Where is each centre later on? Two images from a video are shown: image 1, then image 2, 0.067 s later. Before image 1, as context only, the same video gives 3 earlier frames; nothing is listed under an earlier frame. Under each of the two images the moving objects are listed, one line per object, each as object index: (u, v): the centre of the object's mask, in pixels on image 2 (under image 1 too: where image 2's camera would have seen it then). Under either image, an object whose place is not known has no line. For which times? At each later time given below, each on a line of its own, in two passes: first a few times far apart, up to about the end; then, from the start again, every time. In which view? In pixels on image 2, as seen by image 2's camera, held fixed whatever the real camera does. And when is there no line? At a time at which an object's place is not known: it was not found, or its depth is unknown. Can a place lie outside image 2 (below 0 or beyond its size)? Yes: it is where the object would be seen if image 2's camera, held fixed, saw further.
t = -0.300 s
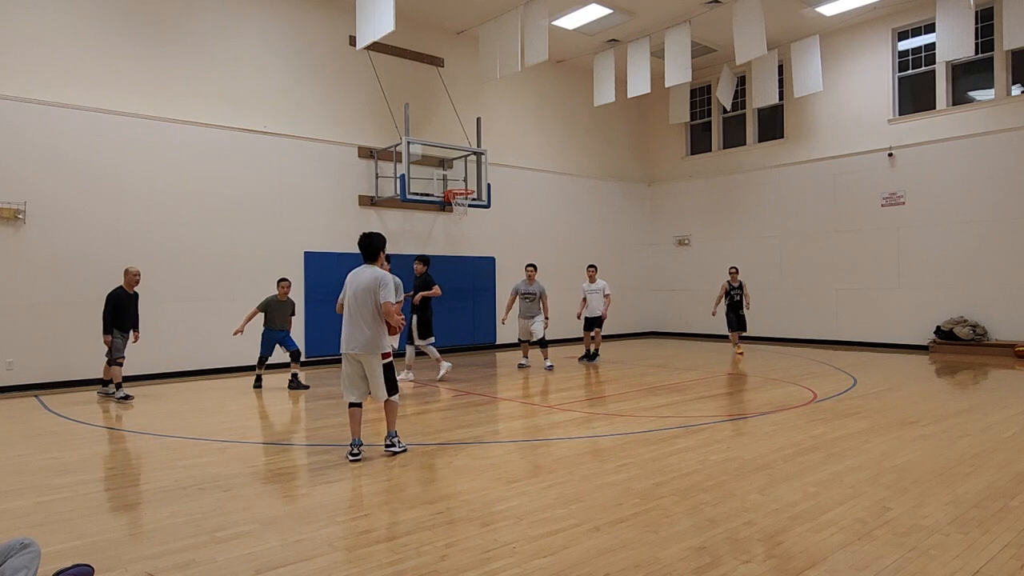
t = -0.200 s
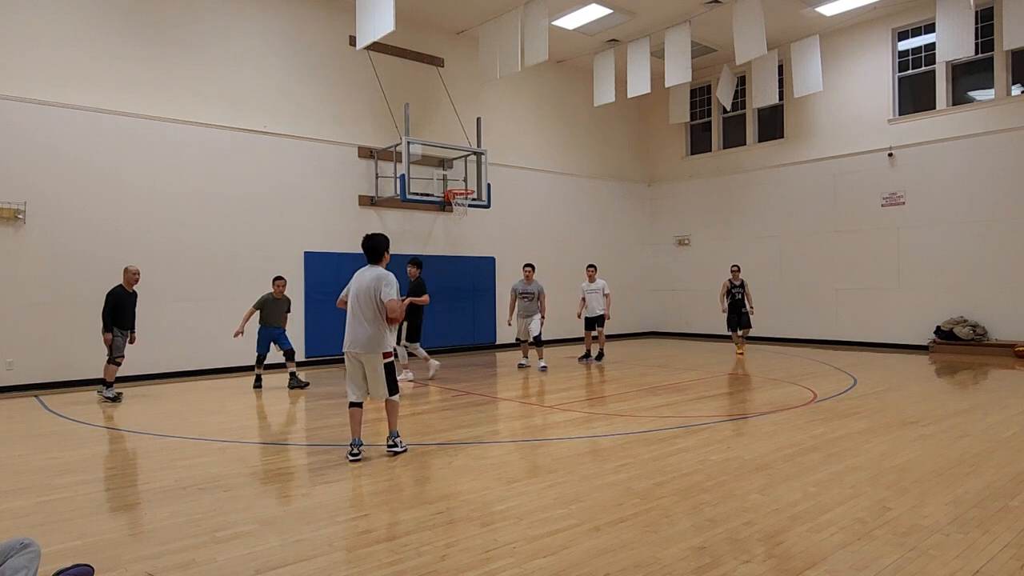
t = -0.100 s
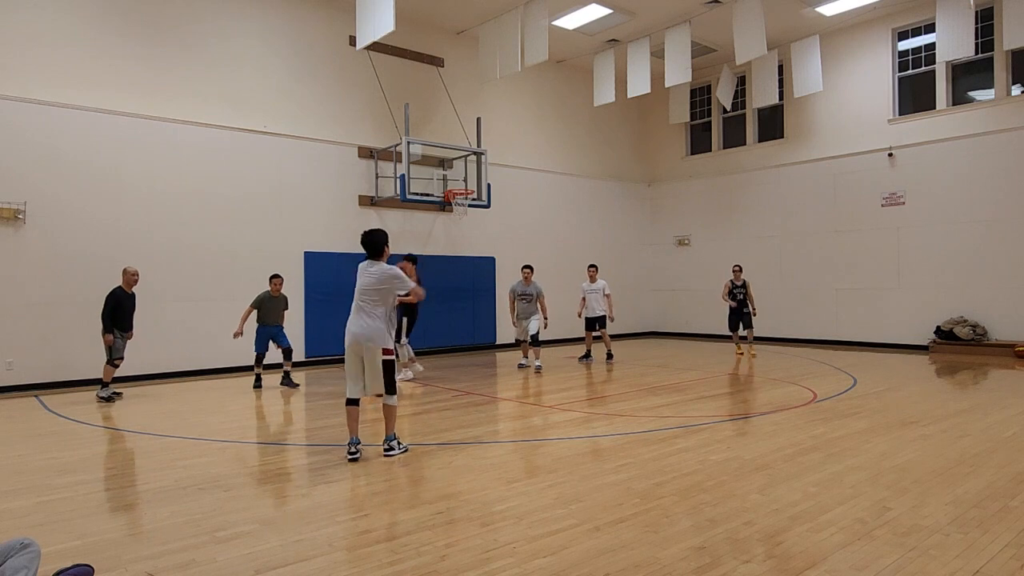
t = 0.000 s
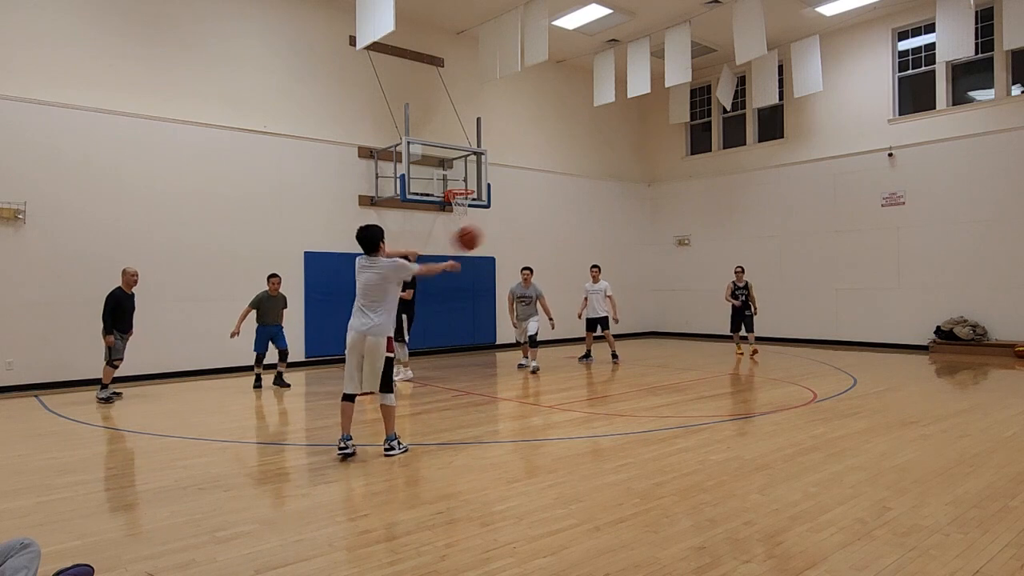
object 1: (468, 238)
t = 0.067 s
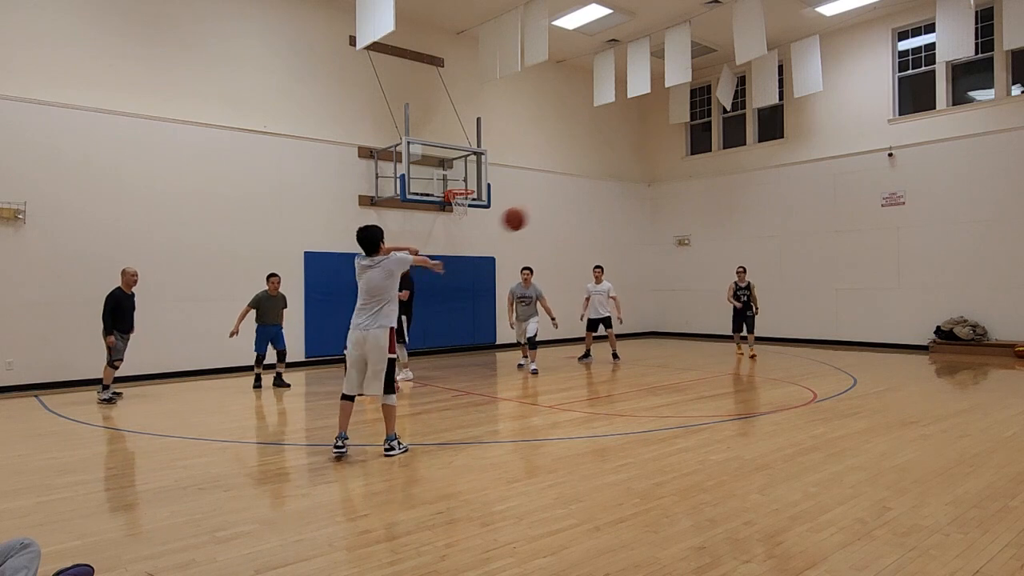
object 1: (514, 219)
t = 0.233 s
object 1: (610, 197)
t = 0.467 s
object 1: (705, 208)
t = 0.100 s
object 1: (535, 212)
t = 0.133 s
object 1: (556, 206)
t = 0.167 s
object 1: (574, 202)
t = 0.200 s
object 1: (593, 199)
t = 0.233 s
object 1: (610, 197)
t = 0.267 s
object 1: (626, 197)
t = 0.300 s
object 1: (641, 196)
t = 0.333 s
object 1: (655, 198)
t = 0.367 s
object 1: (668, 199)
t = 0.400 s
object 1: (681, 202)
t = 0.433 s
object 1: (693, 204)
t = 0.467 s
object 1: (705, 208)
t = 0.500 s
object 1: (717, 213)
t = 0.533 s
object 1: (727, 218)
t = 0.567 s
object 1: (738, 224)
